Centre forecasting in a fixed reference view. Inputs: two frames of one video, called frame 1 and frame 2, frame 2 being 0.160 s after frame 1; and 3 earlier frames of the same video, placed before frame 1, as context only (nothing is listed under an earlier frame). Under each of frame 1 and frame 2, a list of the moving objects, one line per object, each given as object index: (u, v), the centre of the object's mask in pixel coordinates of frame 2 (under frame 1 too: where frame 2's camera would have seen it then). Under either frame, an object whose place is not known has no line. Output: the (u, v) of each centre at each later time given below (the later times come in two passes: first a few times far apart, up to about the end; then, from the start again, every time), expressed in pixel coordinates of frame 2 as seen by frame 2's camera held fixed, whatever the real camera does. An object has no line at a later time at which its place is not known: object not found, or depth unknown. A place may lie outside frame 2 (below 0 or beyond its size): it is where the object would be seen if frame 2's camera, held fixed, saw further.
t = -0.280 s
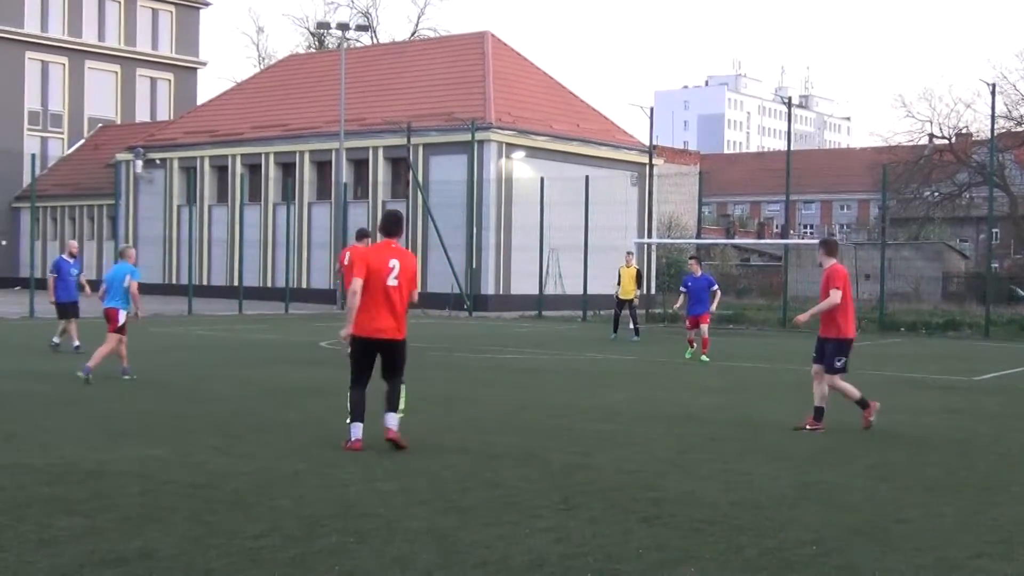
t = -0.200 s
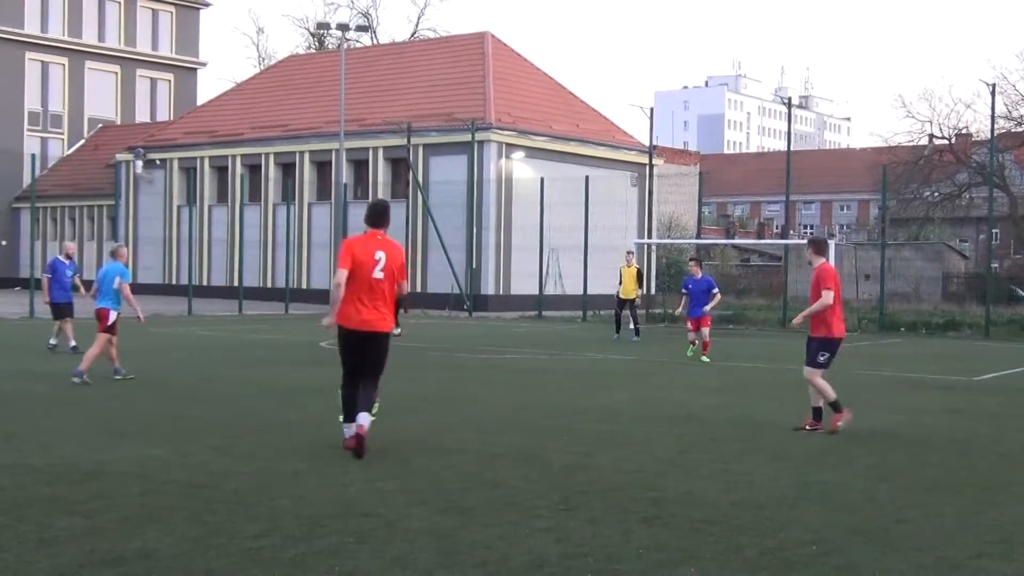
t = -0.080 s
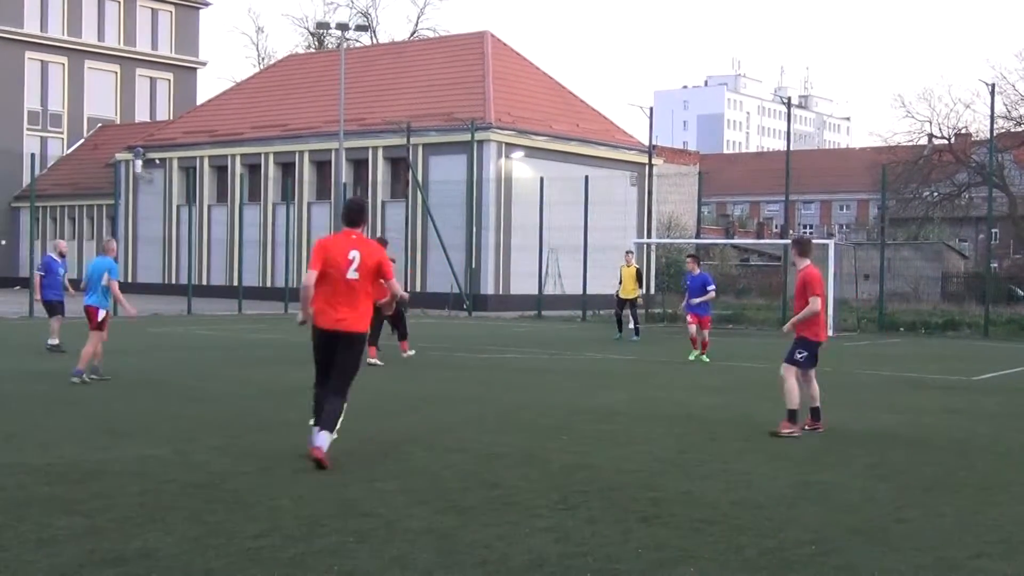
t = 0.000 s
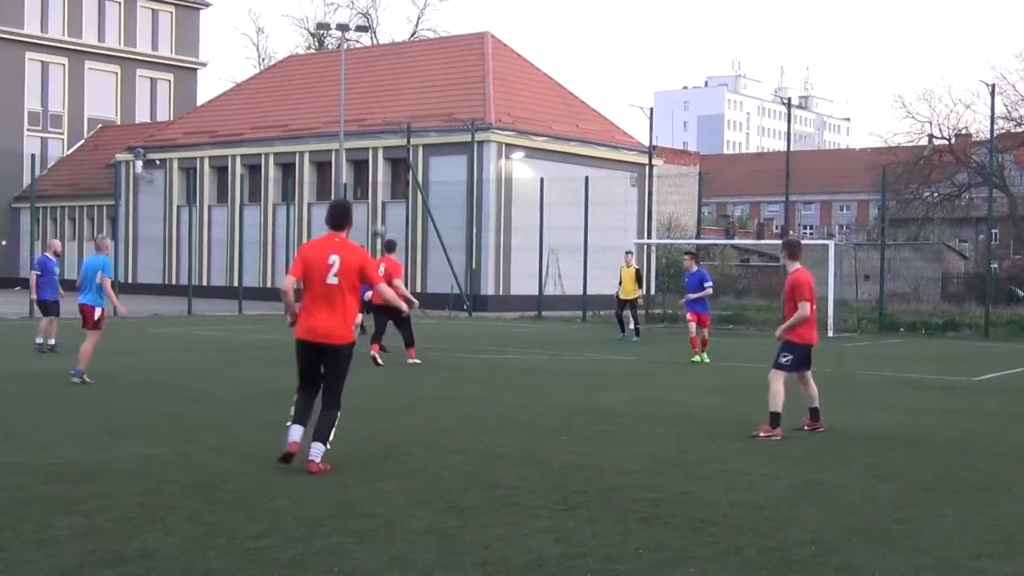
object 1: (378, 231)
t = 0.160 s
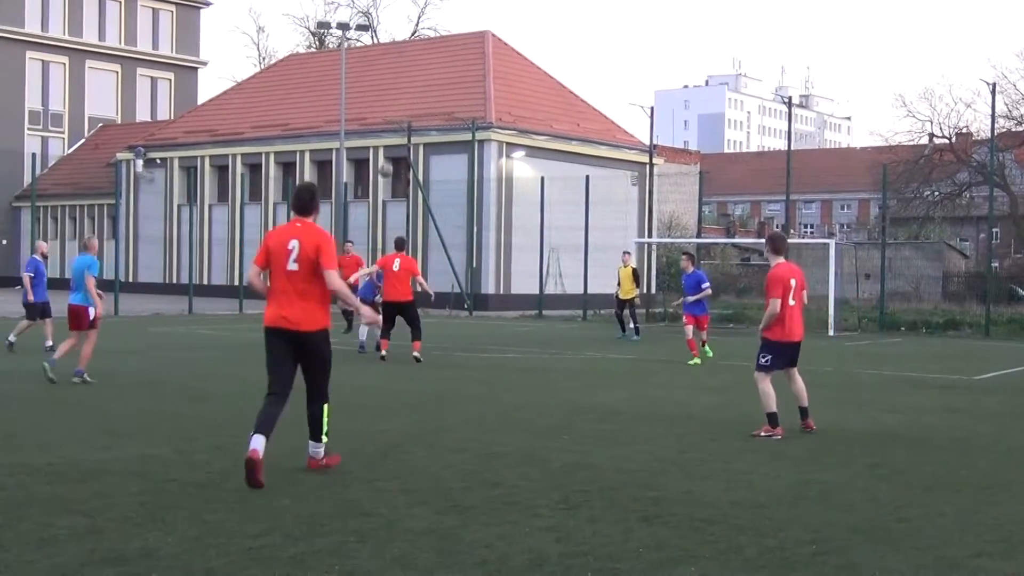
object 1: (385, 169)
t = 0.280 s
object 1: (390, 134)
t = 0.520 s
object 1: (398, 85)
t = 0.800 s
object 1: (410, 77)
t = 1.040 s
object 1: (419, 112)
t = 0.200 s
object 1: (387, 157)
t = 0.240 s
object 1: (388, 146)
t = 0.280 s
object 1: (390, 134)
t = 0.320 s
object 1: (392, 123)
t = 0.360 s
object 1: (392, 113)
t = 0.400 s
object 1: (394, 105)
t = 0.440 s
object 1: (396, 98)
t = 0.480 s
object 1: (397, 91)
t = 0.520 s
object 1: (398, 85)
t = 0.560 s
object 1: (400, 80)
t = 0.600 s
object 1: (402, 77)
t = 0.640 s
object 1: (403, 75)
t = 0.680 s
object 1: (404, 73)
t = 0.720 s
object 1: (406, 73)
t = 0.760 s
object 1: (408, 75)
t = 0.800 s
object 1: (410, 77)
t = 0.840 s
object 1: (410, 78)
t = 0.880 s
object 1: (411, 83)
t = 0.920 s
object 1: (413, 88)
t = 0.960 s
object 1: (414, 95)
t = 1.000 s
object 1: (416, 104)
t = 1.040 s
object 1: (419, 112)
